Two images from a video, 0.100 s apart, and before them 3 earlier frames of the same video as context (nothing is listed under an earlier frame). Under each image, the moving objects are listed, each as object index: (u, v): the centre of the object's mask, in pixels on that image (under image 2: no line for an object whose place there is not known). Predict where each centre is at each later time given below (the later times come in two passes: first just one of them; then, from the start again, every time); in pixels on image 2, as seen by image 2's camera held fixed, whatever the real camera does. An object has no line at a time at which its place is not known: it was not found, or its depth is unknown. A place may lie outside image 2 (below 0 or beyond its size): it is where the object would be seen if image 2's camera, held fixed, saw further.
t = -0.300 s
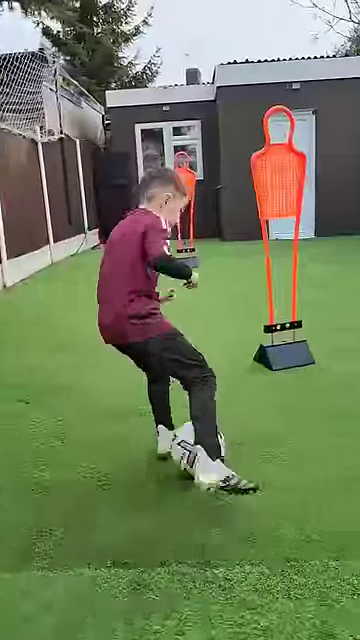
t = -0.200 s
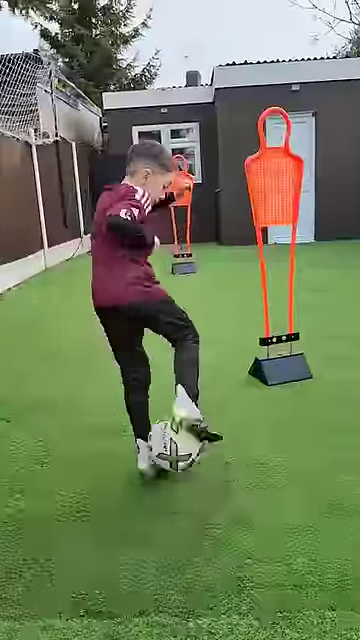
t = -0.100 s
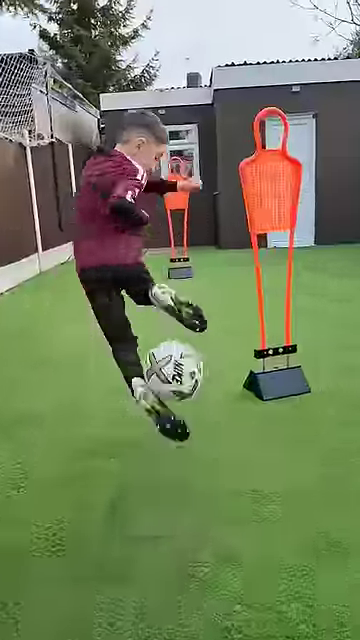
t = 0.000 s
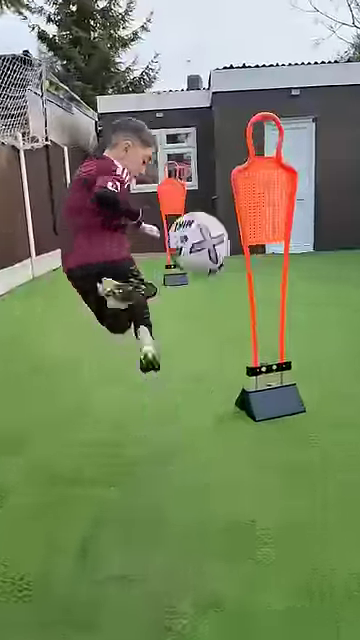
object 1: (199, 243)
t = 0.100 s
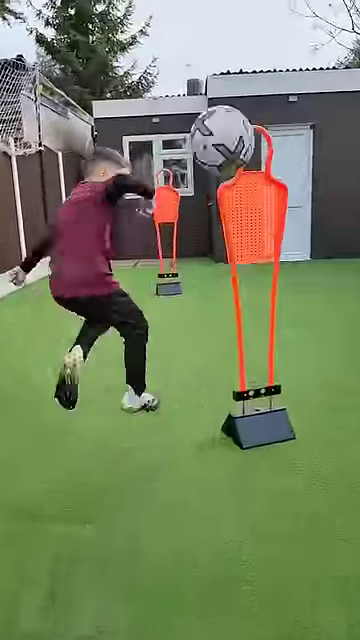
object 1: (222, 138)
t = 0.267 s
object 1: (262, 20)
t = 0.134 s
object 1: (234, 113)
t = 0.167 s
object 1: (240, 80)
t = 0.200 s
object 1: (248, 56)
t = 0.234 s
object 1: (254, 33)
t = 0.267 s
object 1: (262, 20)
